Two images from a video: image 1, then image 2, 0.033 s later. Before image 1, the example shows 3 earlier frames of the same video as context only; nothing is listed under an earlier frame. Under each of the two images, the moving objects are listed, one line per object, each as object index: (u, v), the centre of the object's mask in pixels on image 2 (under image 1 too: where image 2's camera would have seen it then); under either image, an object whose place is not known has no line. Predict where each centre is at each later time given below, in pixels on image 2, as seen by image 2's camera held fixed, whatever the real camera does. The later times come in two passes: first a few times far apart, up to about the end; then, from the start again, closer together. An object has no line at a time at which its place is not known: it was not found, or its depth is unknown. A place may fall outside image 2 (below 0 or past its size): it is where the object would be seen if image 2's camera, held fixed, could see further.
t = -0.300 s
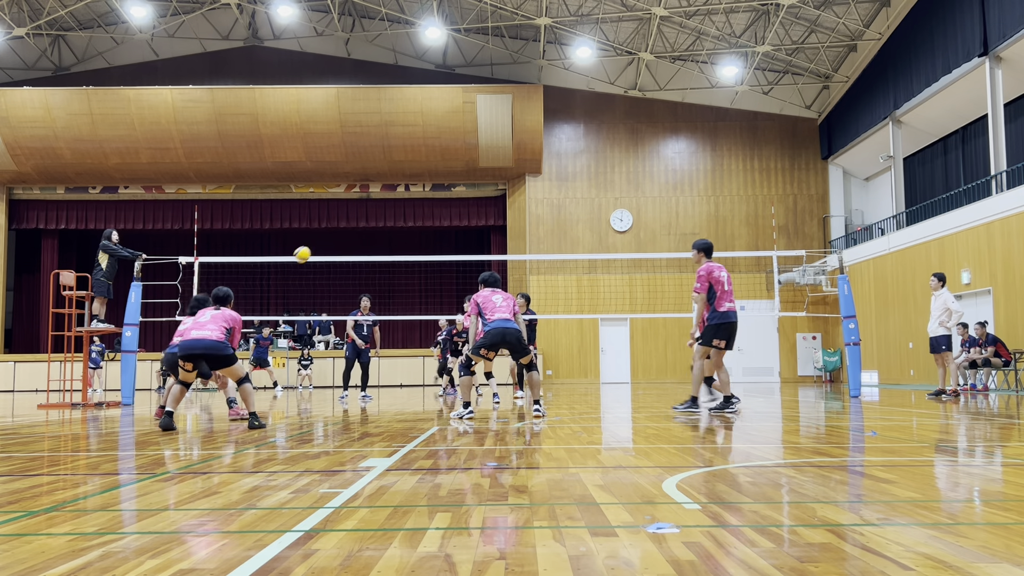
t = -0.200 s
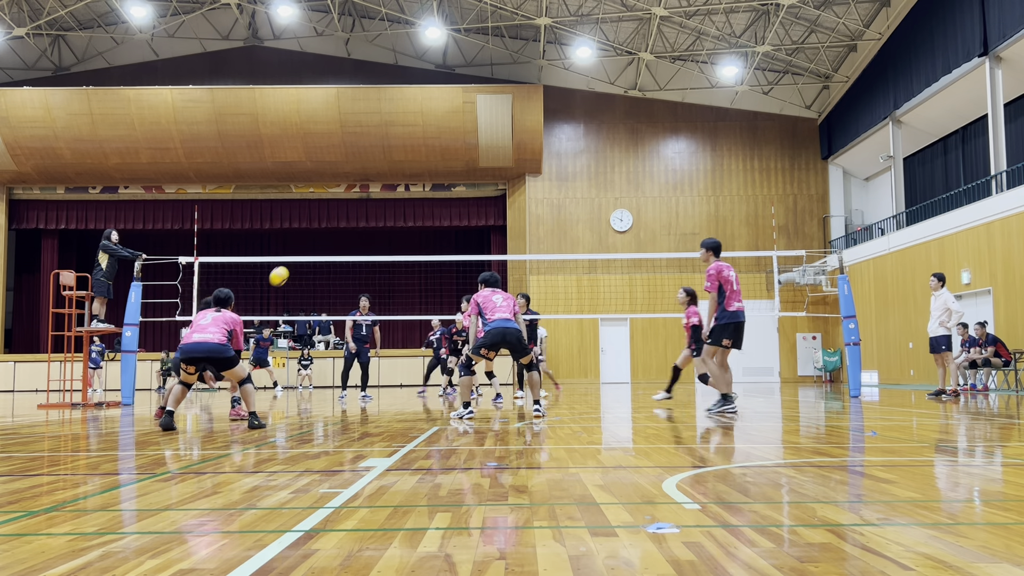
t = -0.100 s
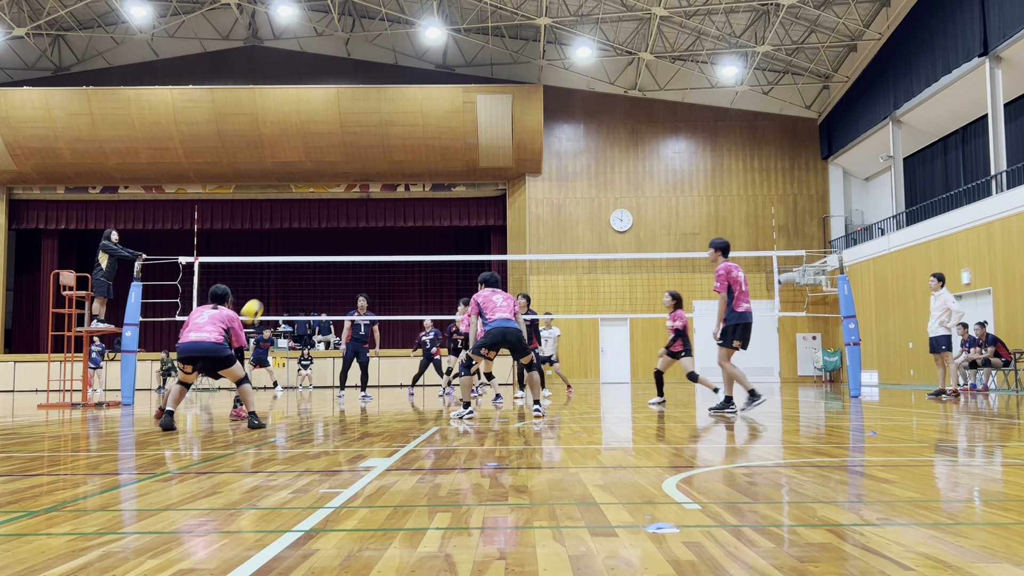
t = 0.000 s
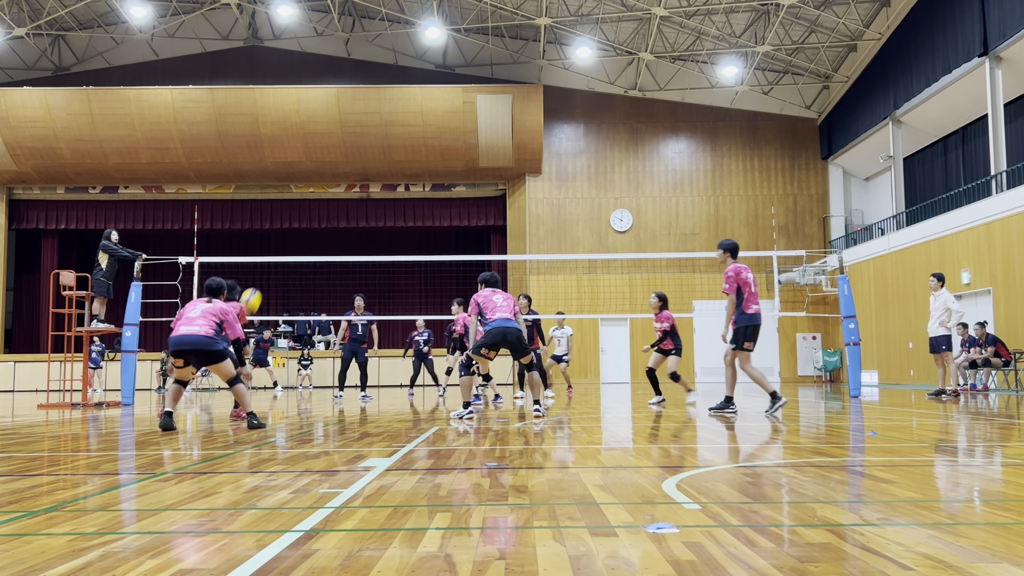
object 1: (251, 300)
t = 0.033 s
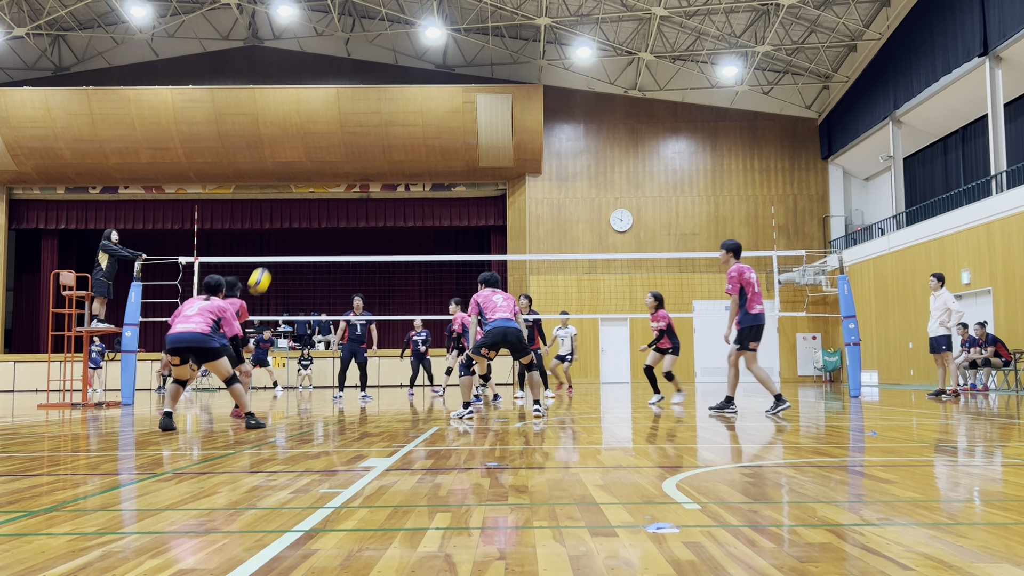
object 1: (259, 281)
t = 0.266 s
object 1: (318, 175)
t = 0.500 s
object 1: (367, 126)
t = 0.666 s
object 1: (397, 118)
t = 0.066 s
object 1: (268, 262)
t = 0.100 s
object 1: (278, 244)
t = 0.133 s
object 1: (286, 228)
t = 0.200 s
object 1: (303, 199)
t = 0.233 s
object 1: (311, 185)
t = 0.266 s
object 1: (318, 175)
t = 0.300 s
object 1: (326, 165)
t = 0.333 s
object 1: (333, 156)
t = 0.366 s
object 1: (340, 148)
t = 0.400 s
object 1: (347, 141)
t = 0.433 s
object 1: (354, 134)
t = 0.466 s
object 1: (360, 130)
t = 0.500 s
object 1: (367, 126)
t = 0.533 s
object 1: (373, 122)
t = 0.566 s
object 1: (379, 120)
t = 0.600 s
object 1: (386, 118)
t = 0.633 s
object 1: (391, 118)
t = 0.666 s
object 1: (397, 118)
